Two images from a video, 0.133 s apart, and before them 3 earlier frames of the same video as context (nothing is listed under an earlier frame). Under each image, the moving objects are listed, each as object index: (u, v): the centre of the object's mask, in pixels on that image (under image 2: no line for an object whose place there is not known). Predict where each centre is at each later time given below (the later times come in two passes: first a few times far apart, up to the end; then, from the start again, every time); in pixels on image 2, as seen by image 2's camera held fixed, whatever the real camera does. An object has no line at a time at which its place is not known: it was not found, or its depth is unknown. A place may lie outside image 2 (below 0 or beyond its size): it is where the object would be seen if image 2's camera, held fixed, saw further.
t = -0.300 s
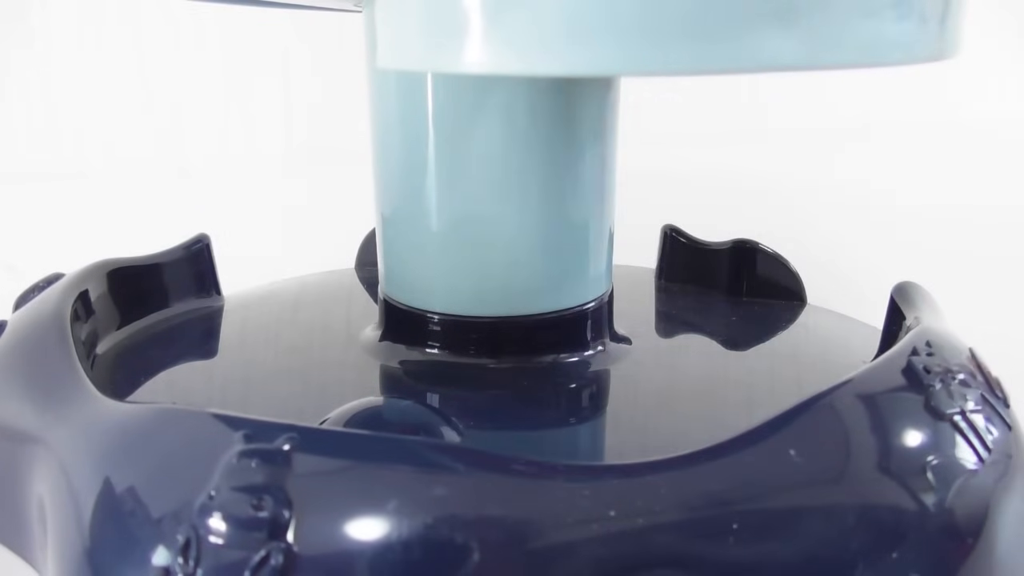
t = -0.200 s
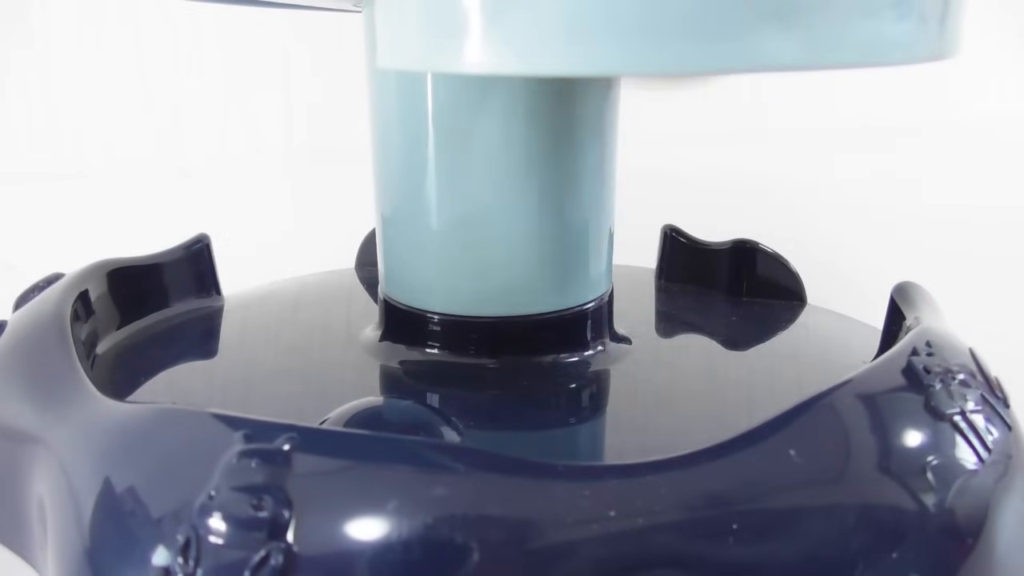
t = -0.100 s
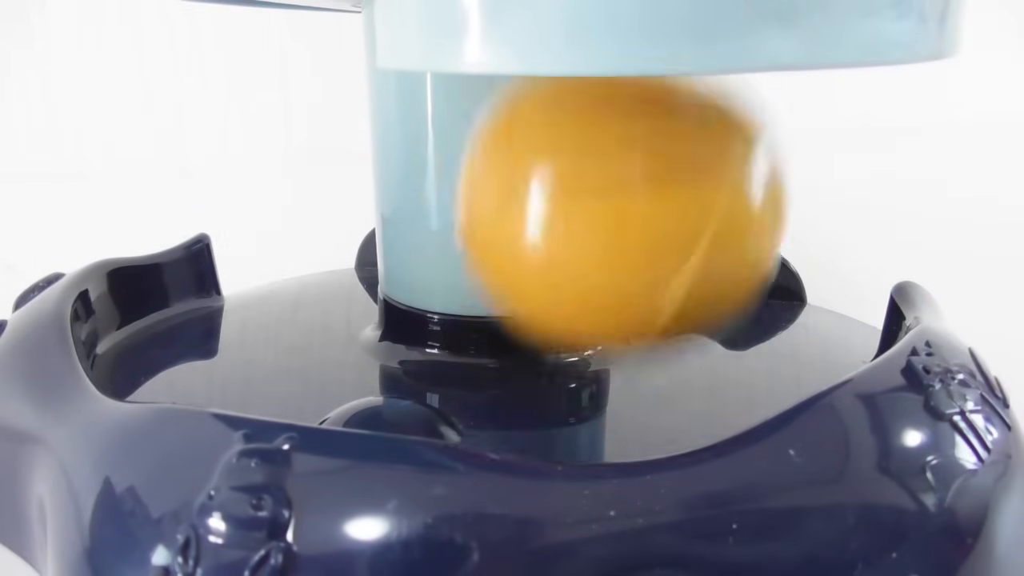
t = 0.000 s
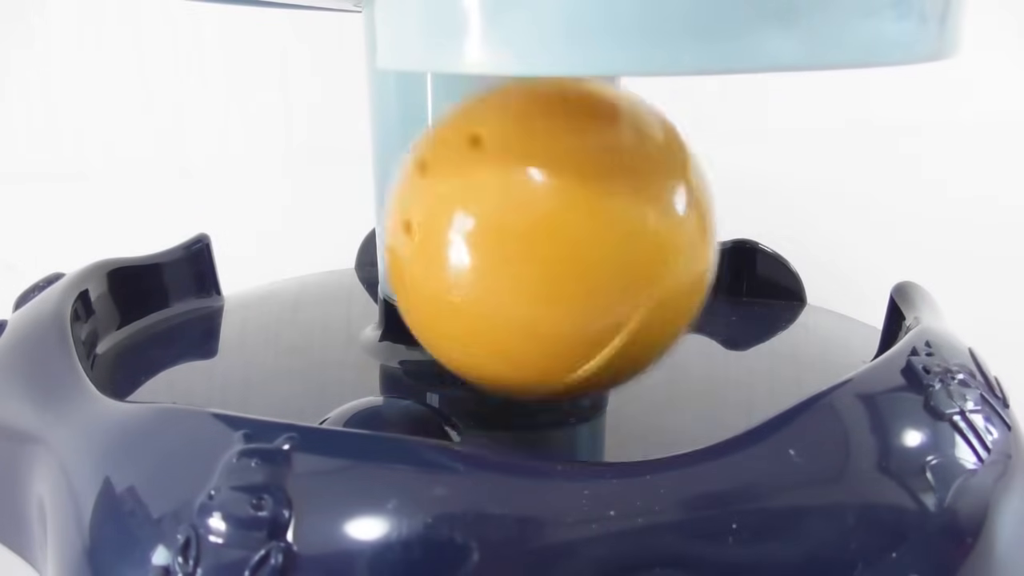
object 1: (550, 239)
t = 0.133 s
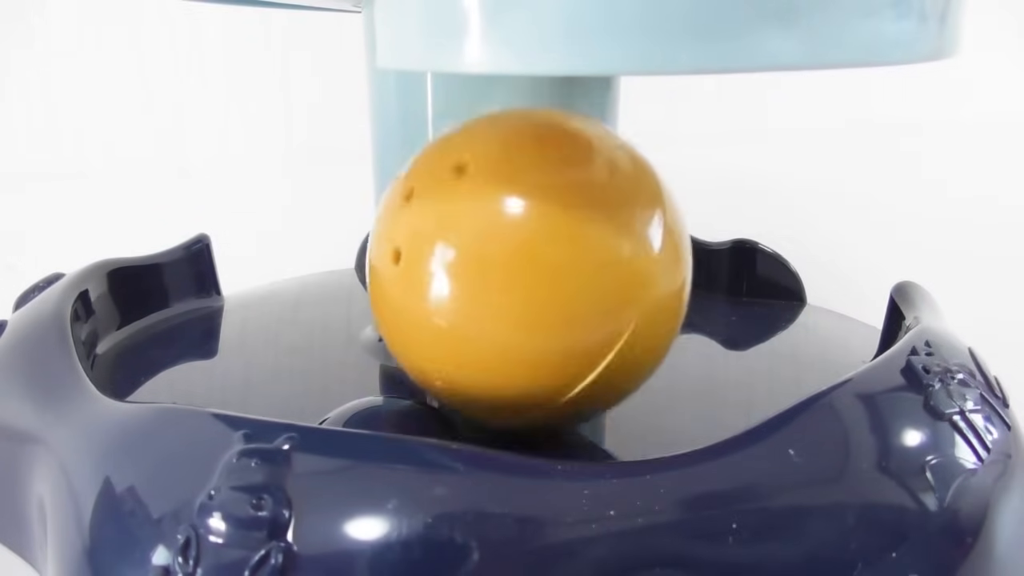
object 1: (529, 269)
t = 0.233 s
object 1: (552, 274)
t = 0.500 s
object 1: (675, 265)
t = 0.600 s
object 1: (731, 254)
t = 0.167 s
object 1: (534, 270)
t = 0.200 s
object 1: (542, 273)
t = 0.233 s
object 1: (552, 274)
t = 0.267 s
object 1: (563, 274)
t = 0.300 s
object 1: (575, 273)
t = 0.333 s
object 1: (589, 273)
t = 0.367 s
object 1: (603, 272)
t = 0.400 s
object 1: (619, 271)
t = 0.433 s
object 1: (637, 270)
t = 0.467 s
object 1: (655, 268)
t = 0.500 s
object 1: (675, 265)
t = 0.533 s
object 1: (695, 262)
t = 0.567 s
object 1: (713, 258)
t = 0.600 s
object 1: (731, 254)
